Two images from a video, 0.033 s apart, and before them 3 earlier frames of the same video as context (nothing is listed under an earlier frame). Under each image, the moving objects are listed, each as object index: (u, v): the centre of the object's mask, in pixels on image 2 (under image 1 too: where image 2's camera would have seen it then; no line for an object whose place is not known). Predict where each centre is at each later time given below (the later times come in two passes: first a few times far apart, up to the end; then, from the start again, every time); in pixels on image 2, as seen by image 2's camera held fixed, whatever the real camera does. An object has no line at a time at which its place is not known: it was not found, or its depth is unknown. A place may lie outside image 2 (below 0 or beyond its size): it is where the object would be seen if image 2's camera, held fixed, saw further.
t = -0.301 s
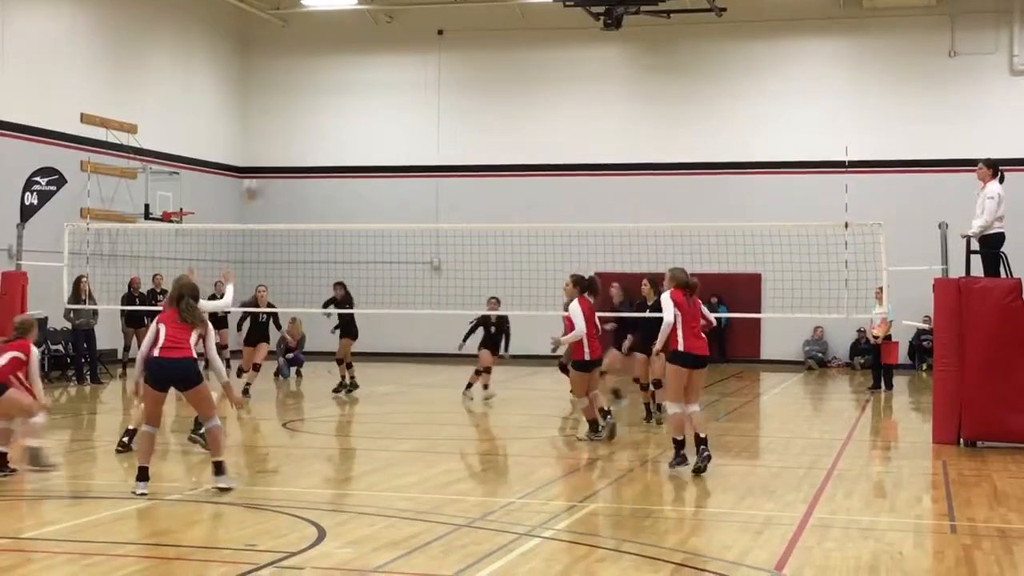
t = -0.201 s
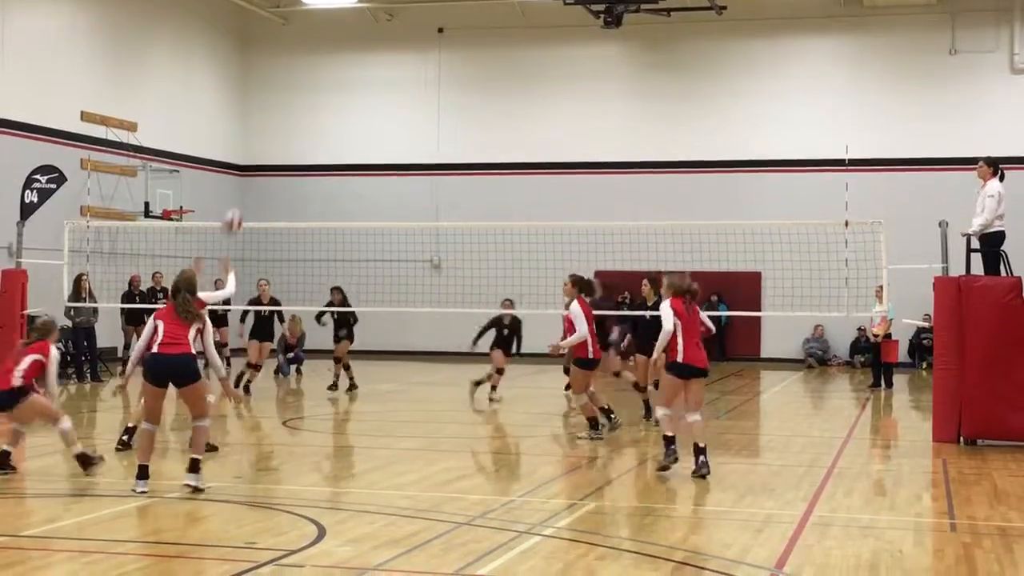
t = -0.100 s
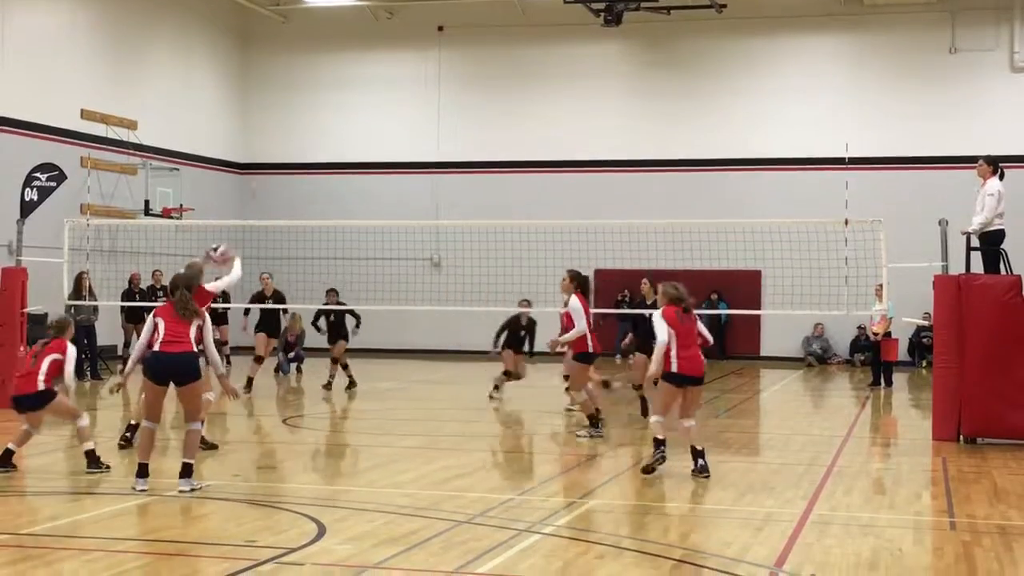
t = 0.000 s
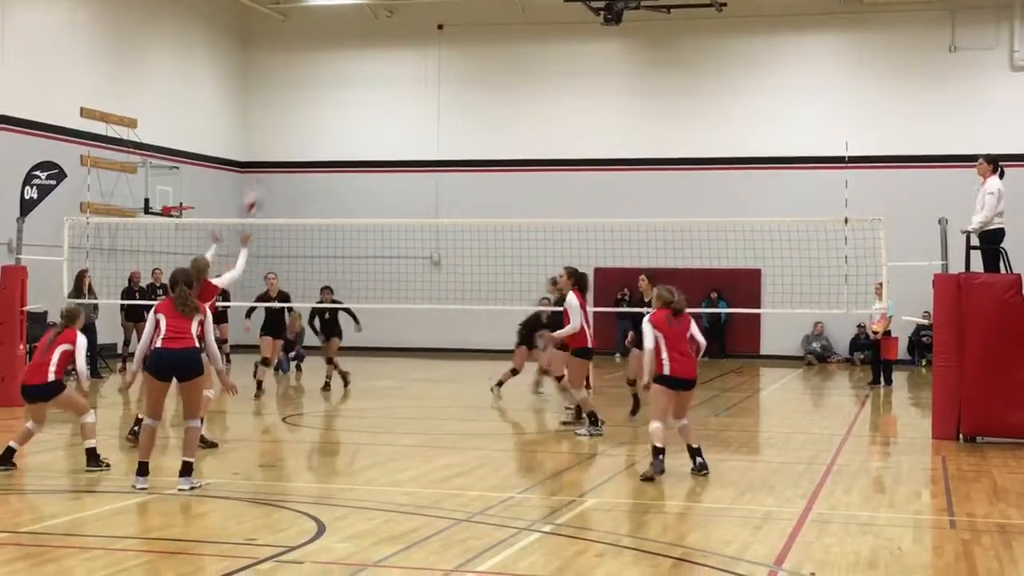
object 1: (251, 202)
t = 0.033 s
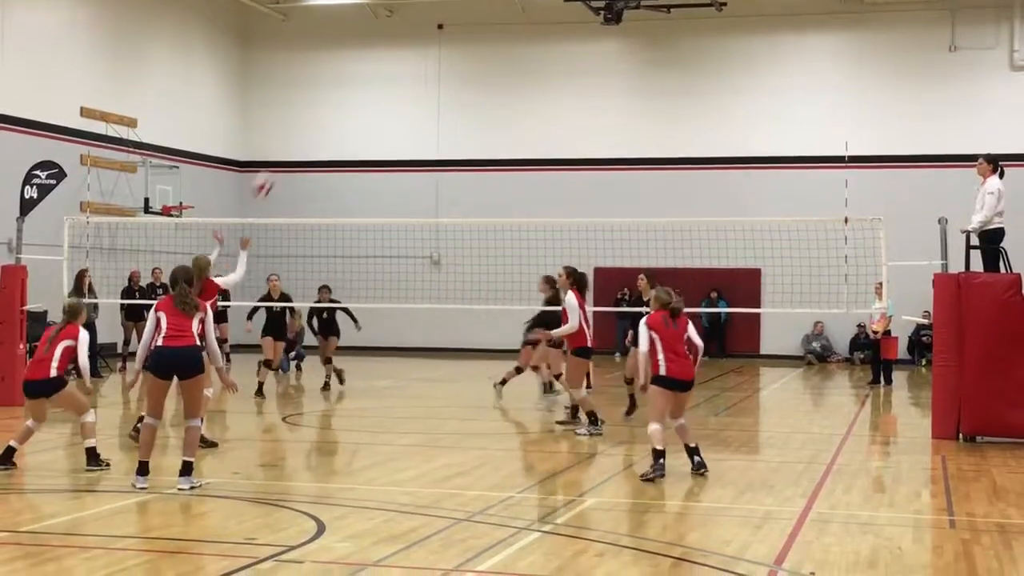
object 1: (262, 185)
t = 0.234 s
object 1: (327, 112)
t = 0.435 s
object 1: (388, 78)
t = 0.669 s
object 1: (455, 91)
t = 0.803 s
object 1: (488, 120)
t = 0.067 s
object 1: (272, 170)
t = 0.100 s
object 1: (283, 157)
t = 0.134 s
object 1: (295, 144)
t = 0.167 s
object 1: (306, 132)
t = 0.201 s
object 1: (317, 120)
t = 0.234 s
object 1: (327, 112)
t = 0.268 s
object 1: (338, 103)
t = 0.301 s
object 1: (347, 95)
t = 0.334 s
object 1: (359, 89)
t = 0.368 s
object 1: (369, 85)
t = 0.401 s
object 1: (379, 81)
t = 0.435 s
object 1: (388, 78)
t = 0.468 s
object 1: (398, 77)
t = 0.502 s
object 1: (407, 77)
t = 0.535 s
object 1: (417, 77)
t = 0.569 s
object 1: (426, 78)
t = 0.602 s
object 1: (436, 80)
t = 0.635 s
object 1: (445, 85)
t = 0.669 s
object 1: (455, 91)
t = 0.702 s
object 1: (463, 96)
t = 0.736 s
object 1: (471, 103)
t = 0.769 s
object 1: (479, 111)
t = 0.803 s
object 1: (488, 120)
